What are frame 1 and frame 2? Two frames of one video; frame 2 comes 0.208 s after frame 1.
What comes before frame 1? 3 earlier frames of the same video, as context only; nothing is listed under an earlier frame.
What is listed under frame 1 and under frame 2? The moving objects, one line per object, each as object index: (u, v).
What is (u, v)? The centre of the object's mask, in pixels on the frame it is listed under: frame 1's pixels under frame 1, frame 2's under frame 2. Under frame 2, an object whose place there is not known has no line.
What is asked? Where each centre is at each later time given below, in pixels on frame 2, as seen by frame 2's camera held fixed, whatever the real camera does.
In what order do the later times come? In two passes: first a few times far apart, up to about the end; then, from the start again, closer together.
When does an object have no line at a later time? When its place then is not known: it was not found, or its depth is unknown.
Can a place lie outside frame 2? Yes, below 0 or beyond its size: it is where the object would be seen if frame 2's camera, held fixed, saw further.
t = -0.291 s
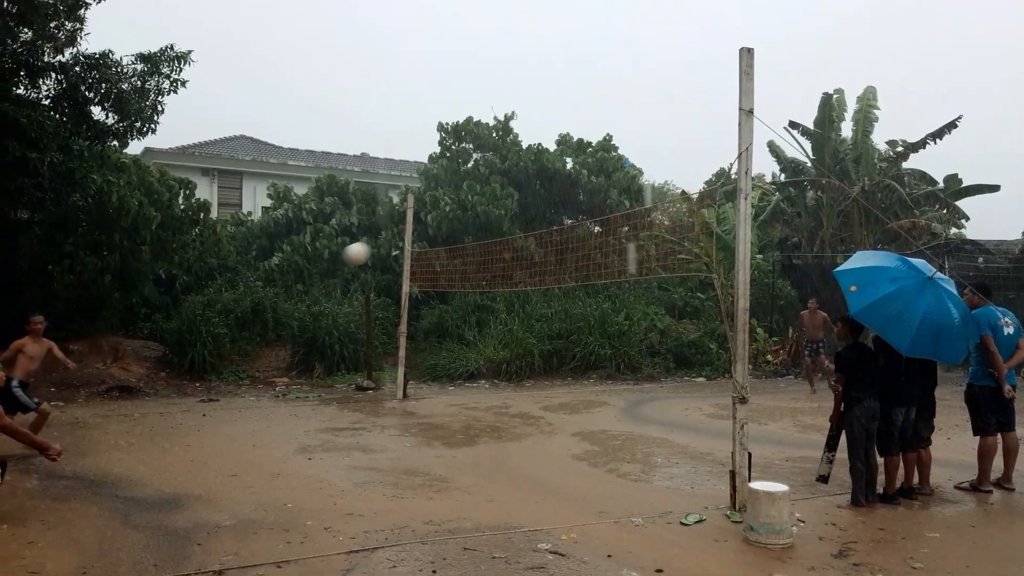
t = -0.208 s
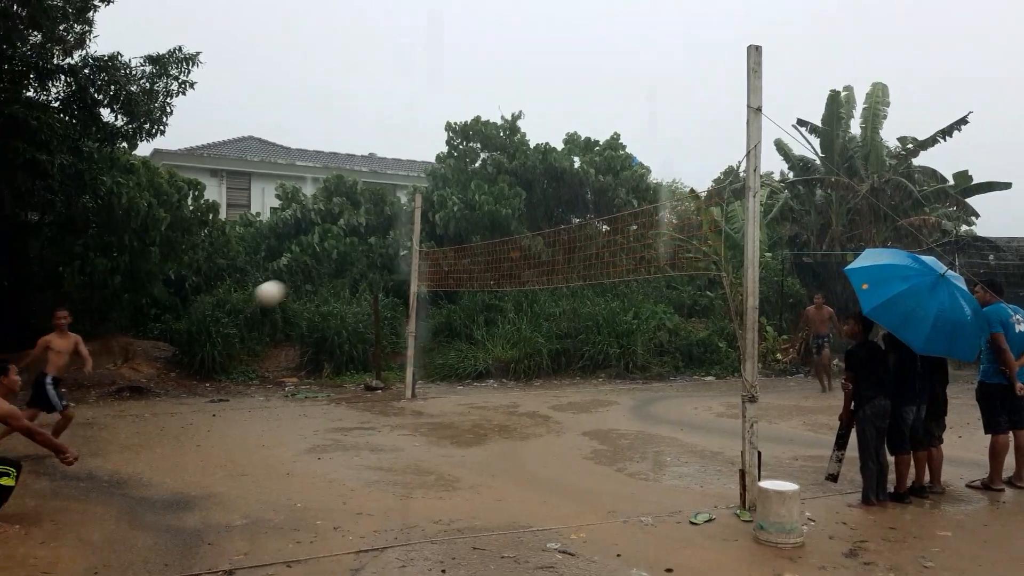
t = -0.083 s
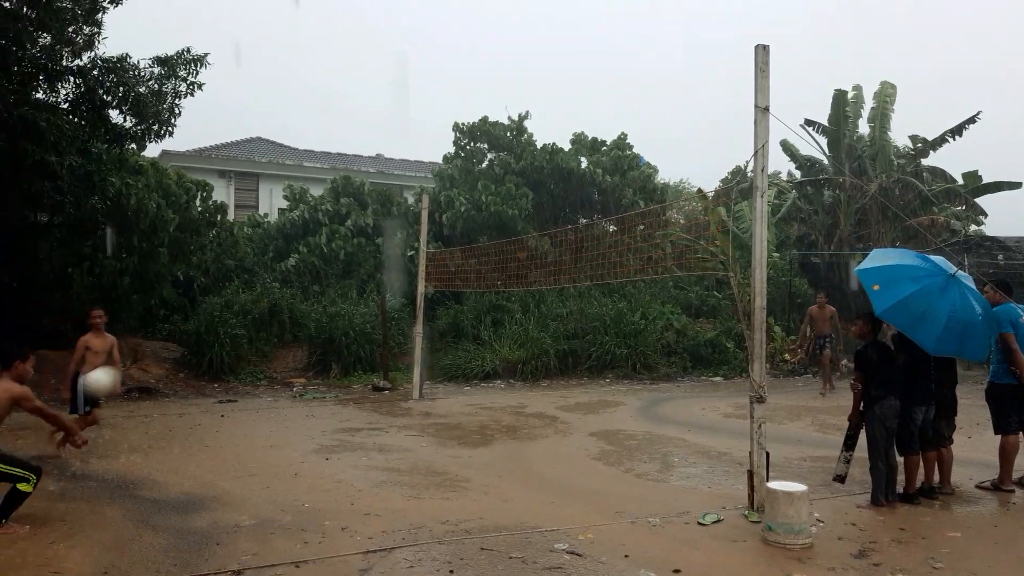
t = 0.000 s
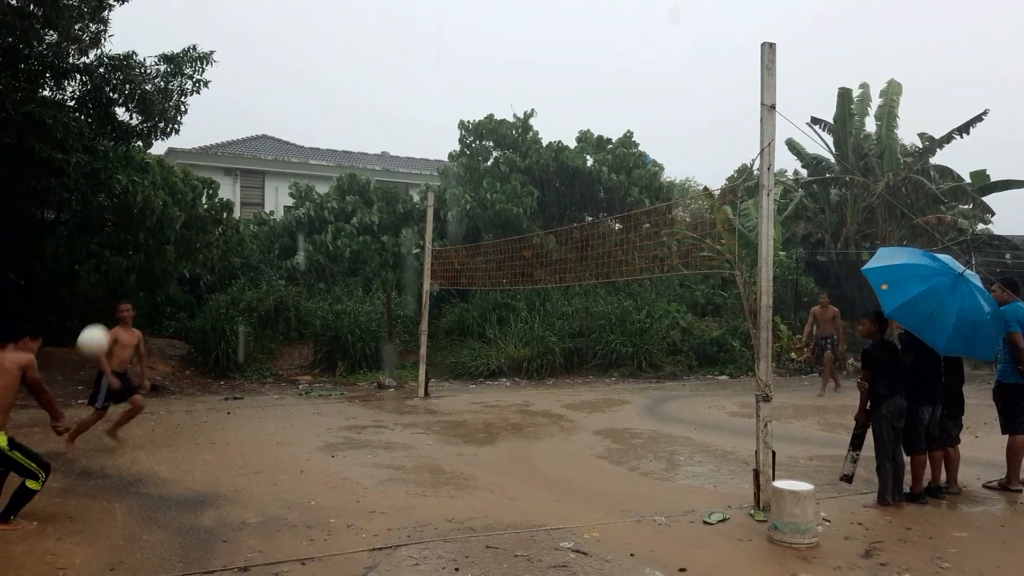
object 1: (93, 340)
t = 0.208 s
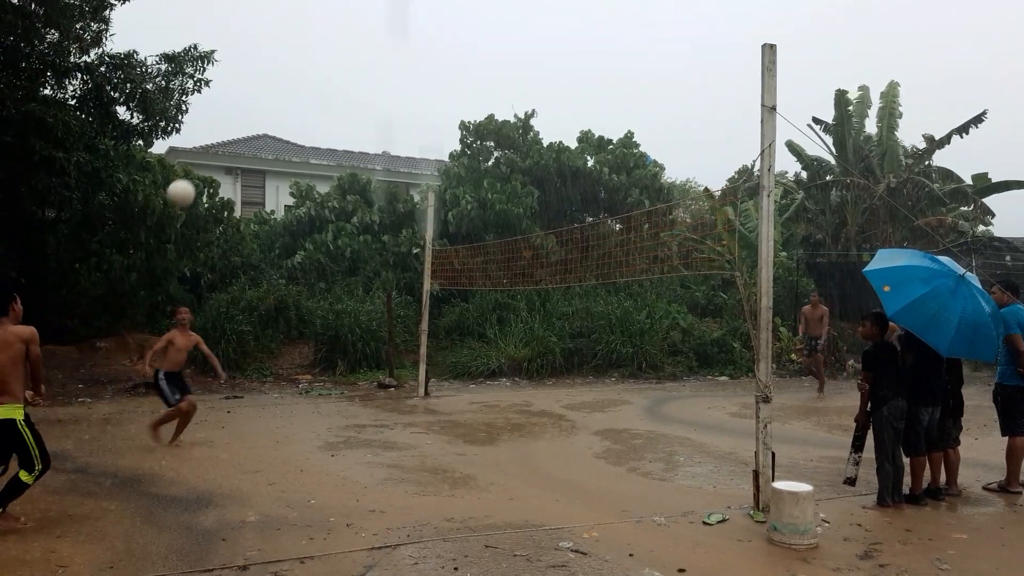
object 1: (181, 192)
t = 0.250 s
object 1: (196, 173)
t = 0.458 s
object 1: (265, 117)
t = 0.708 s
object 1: (336, 118)
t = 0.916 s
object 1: (386, 163)
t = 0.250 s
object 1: (196, 173)
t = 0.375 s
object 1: (238, 132)
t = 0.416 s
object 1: (252, 123)
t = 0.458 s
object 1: (265, 117)
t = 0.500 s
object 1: (277, 112)
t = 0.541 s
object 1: (290, 110)
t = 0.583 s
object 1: (302, 109)
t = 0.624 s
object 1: (313, 110)
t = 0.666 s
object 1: (325, 113)
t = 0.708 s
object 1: (336, 118)
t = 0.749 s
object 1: (346, 124)
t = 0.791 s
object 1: (357, 132)
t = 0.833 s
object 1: (367, 141)
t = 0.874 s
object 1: (376, 152)
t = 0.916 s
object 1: (386, 163)
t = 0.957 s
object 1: (396, 176)
